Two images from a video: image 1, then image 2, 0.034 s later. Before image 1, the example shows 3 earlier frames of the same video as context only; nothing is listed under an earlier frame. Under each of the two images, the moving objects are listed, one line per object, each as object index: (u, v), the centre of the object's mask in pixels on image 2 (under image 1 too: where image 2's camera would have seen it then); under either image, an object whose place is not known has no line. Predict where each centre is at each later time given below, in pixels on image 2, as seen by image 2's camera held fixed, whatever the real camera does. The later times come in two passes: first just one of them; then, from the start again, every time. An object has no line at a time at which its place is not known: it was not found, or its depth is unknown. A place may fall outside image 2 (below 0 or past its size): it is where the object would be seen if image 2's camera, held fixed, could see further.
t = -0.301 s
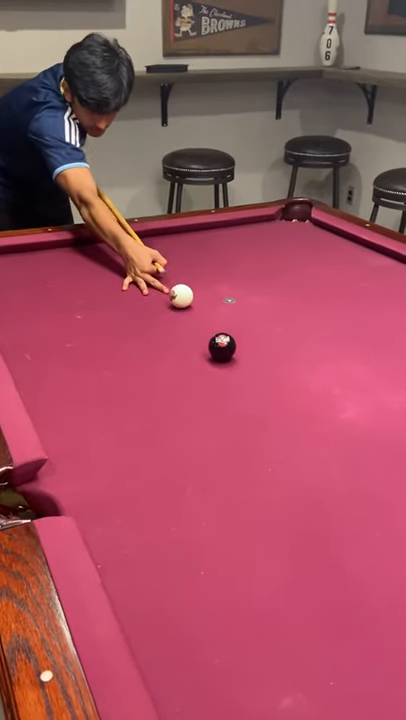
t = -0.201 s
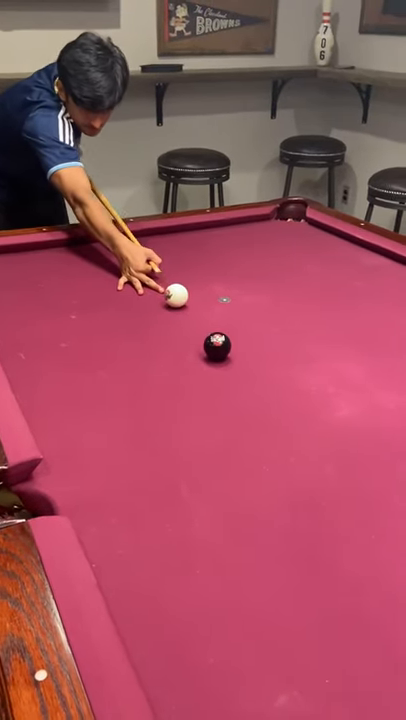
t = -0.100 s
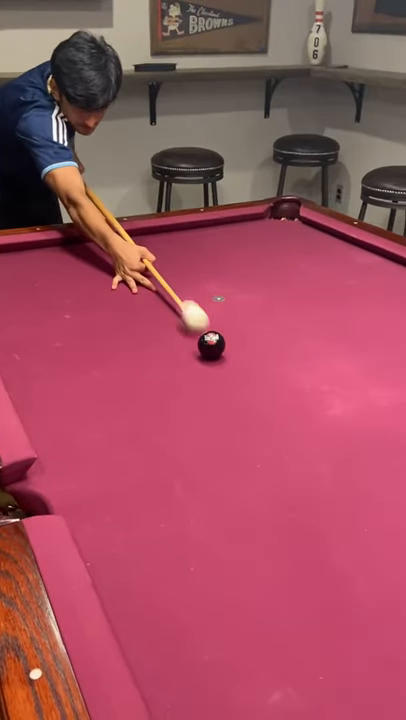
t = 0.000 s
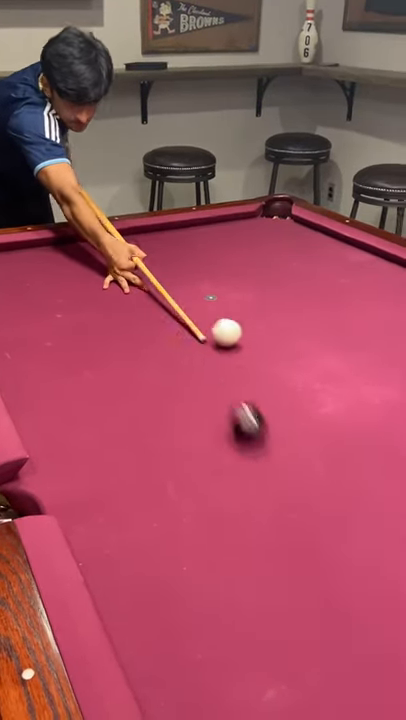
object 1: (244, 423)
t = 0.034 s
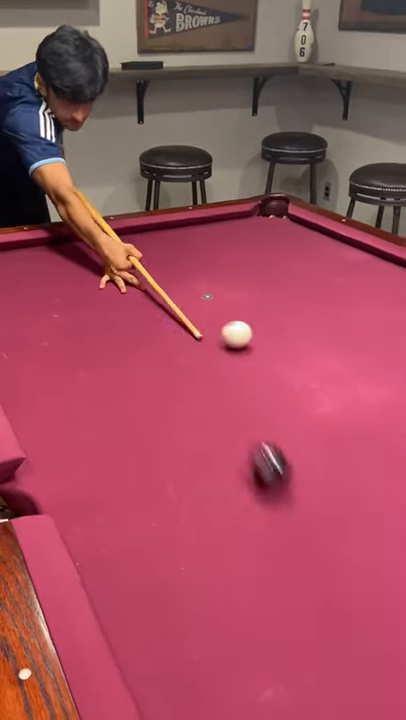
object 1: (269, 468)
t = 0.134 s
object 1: (389, 682)
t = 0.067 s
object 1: (300, 524)
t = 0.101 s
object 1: (341, 591)
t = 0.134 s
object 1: (389, 682)
